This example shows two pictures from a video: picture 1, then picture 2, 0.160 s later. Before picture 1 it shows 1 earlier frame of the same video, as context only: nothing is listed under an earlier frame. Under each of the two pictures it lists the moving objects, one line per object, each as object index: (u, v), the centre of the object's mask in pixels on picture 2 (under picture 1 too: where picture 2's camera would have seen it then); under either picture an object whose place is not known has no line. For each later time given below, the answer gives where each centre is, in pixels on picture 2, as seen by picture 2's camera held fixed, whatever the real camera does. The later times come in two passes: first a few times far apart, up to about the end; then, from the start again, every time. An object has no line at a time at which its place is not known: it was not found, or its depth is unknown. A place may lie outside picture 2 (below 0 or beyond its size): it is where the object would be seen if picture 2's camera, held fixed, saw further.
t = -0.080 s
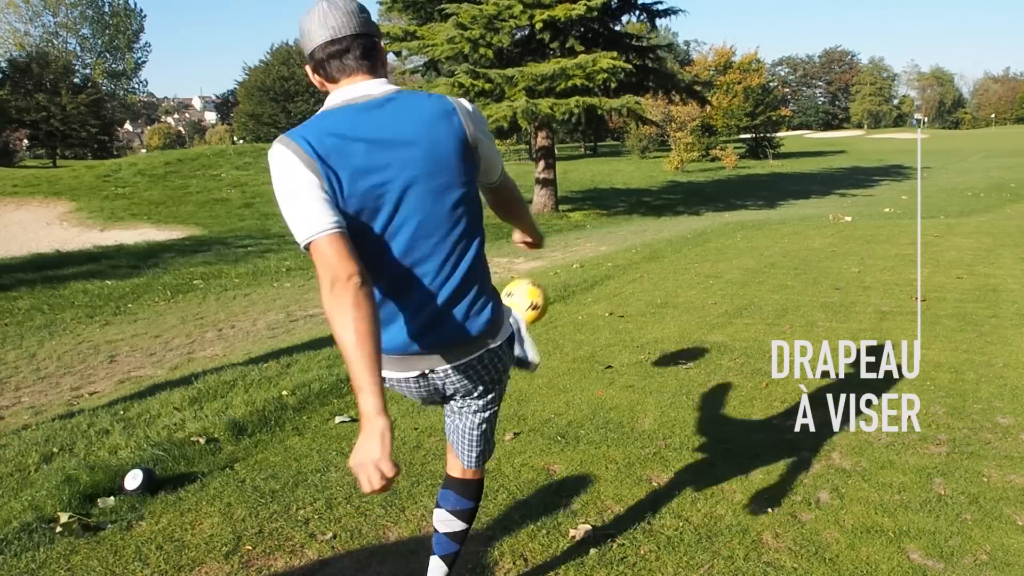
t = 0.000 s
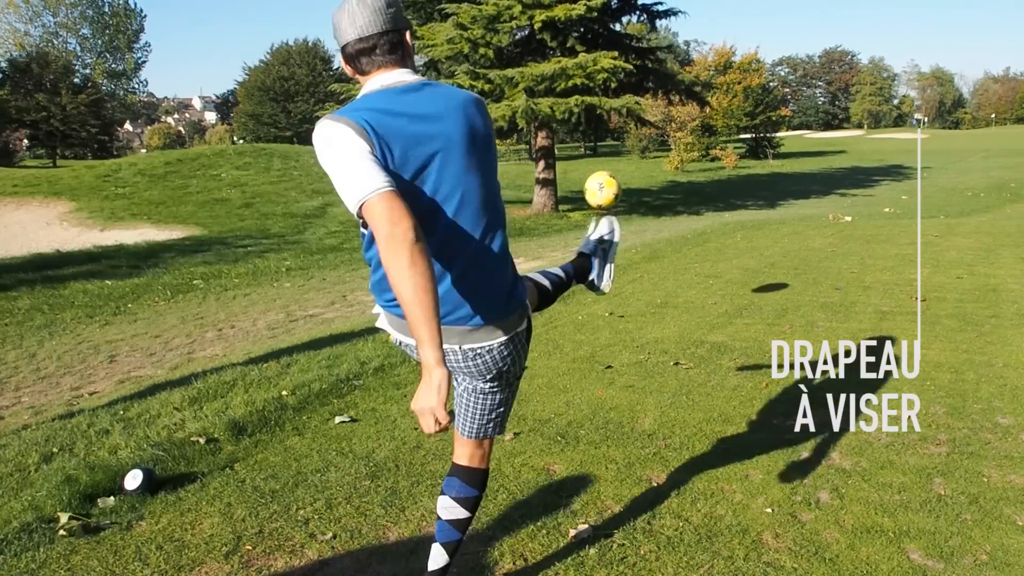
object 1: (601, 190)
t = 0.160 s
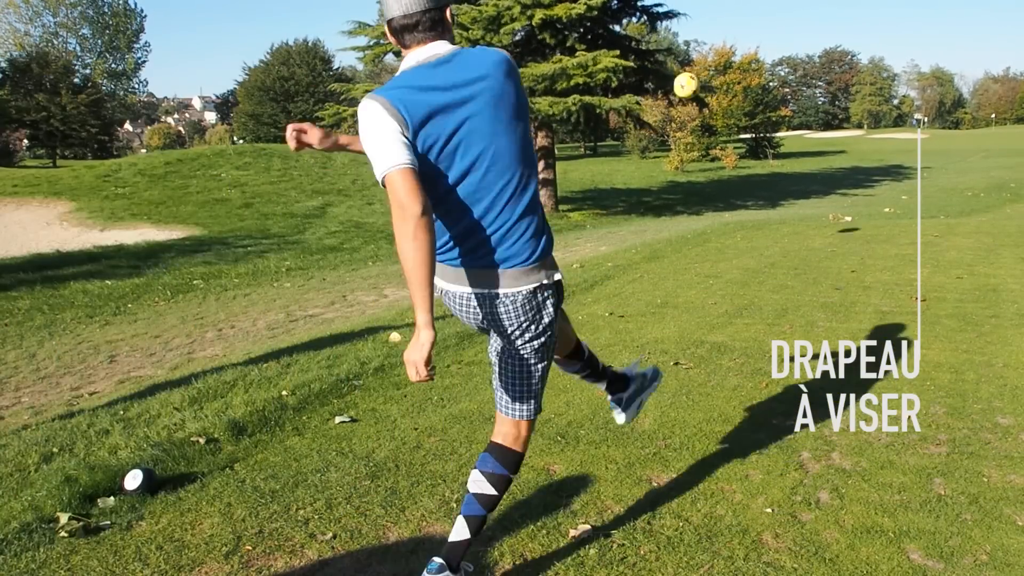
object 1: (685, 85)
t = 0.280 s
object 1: (722, 52)
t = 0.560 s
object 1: (775, 37)
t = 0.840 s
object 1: (809, 59)
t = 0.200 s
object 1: (699, 71)
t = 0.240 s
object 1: (711, 60)
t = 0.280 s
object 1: (722, 52)
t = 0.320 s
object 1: (732, 47)
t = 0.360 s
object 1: (741, 43)
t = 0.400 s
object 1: (749, 40)
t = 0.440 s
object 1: (756, 38)
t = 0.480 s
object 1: (763, 37)
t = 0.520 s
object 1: (769, 37)
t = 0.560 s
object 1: (775, 37)
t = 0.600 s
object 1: (781, 39)
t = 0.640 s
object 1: (786, 41)
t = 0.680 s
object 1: (791, 43)
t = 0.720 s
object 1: (796, 47)
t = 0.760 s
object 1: (801, 50)
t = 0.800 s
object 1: (804, 54)
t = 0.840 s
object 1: (809, 59)
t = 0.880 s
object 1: (813, 63)
